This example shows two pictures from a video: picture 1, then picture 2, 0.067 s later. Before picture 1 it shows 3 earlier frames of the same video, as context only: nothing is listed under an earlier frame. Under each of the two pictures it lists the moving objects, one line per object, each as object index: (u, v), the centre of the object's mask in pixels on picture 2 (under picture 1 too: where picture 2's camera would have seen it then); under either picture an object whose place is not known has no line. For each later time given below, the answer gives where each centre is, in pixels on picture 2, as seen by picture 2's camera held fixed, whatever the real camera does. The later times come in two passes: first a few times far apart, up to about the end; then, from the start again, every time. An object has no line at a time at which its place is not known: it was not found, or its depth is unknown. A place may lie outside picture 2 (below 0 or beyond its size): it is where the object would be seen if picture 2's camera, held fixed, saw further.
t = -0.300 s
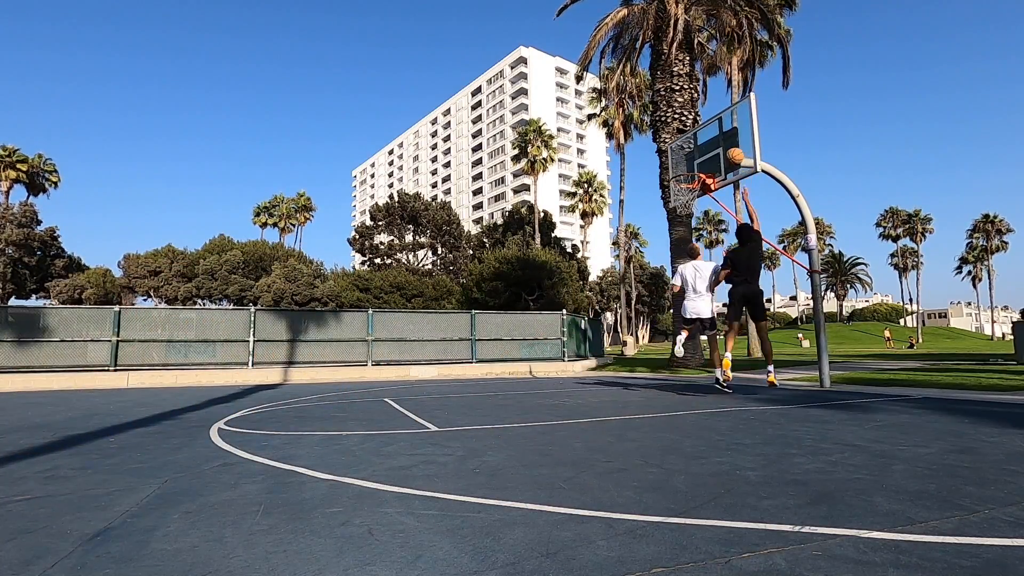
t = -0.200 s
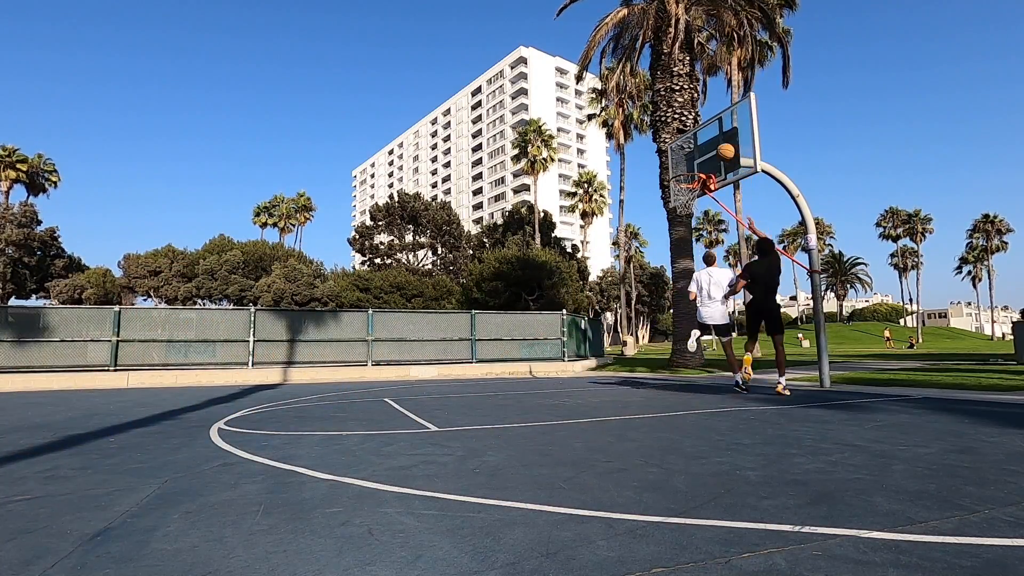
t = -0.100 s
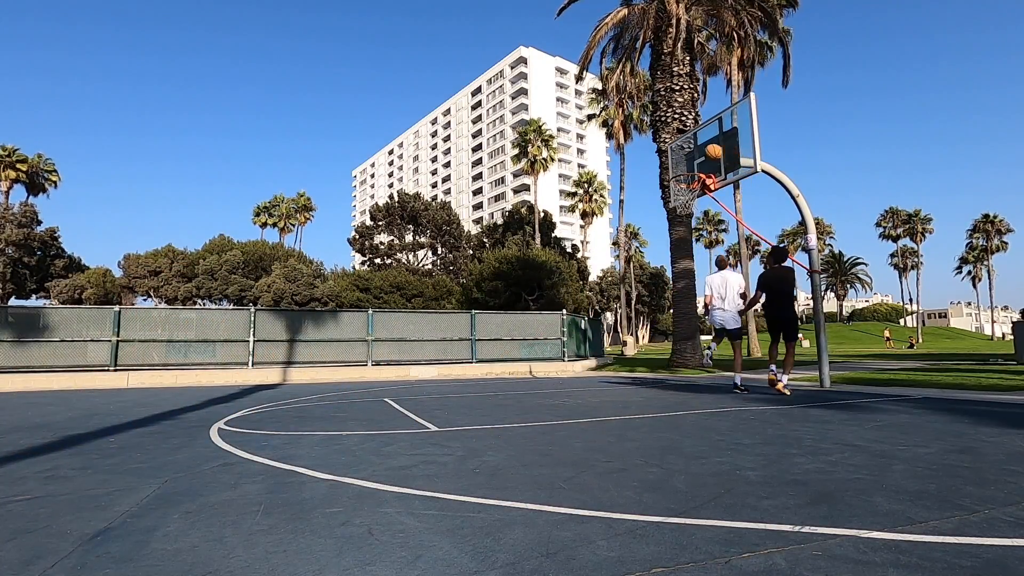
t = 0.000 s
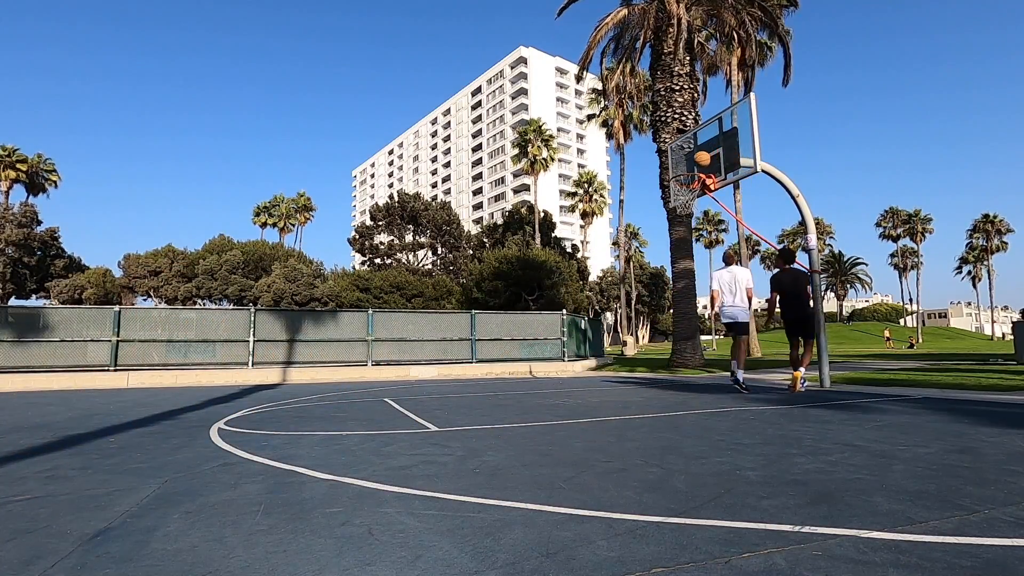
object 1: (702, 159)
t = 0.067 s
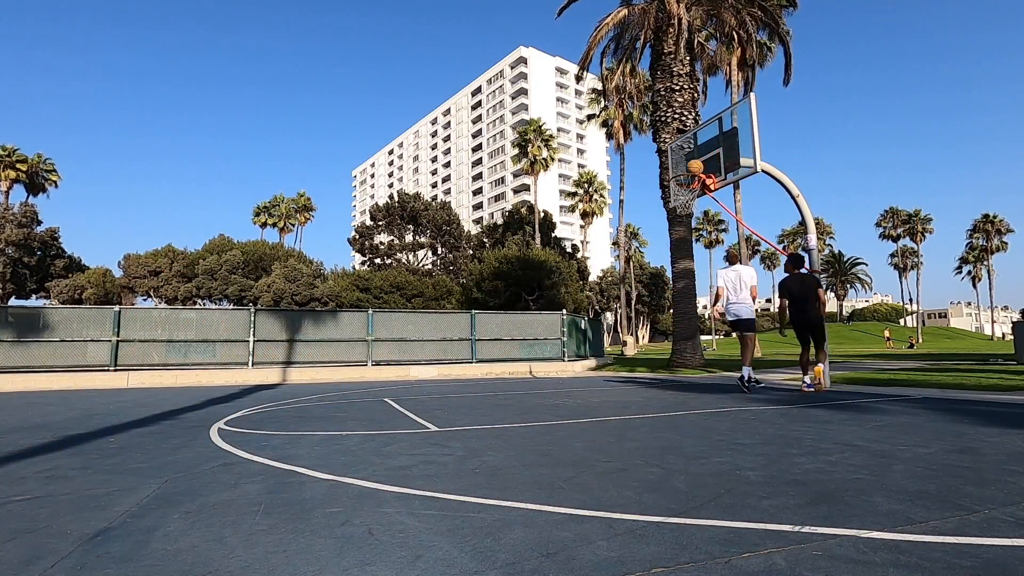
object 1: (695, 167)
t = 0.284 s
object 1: (676, 208)
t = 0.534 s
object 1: (663, 277)
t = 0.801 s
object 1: (652, 378)
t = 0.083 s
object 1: (693, 169)
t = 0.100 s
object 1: (691, 172)
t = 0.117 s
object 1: (690, 176)
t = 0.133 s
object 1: (689, 178)
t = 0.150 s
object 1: (688, 181)
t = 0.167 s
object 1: (685, 185)
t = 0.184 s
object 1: (683, 189)
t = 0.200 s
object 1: (683, 191)
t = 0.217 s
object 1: (681, 194)
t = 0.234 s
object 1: (680, 199)
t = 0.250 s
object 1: (679, 201)
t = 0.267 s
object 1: (677, 205)
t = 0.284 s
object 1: (676, 208)
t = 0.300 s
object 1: (675, 212)
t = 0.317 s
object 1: (674, 215)
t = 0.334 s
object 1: (673, 219)
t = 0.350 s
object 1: (672, 223)
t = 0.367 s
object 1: (671, 228)
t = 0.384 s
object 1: (670, 232)
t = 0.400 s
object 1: (669, 236)
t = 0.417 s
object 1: (668, 241)
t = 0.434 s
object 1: (668, 246)
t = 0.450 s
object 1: (667, 251)
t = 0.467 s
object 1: (666, 256)
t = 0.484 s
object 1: (665, 261)
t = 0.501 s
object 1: (665, 266)
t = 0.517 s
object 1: (664, 271)
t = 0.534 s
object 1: (663, 277)
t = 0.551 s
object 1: (663, 283)
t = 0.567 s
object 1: (662, 290)
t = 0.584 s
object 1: (661, 296)
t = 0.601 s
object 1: (660, 303)
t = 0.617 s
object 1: (659, 309)
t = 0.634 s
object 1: (659, 316)
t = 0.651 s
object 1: (657, 323)
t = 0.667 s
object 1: (657, 331)
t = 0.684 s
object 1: (655, 338)
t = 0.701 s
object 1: (655, 345)
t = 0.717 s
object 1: (654, 354)
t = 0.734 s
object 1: (654, 362)
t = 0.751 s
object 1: (652, 370)
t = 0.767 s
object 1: (652, 378)
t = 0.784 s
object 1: (651, 384)
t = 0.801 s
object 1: (652, 378)
